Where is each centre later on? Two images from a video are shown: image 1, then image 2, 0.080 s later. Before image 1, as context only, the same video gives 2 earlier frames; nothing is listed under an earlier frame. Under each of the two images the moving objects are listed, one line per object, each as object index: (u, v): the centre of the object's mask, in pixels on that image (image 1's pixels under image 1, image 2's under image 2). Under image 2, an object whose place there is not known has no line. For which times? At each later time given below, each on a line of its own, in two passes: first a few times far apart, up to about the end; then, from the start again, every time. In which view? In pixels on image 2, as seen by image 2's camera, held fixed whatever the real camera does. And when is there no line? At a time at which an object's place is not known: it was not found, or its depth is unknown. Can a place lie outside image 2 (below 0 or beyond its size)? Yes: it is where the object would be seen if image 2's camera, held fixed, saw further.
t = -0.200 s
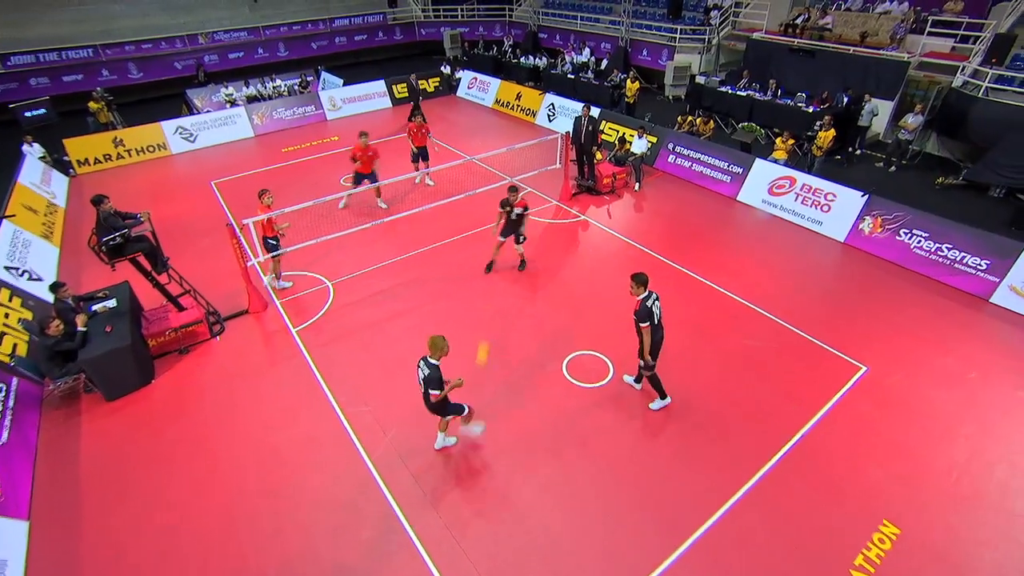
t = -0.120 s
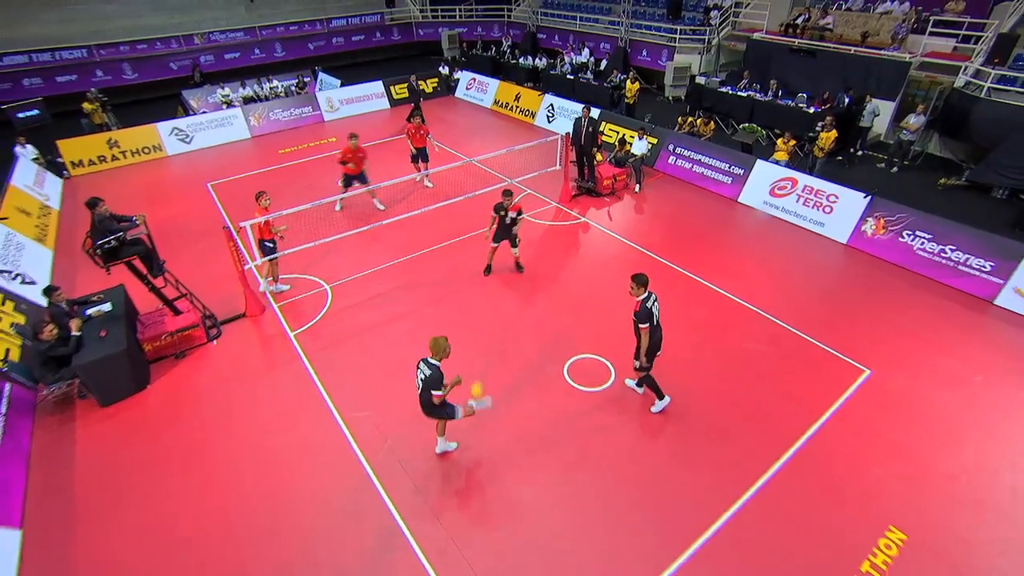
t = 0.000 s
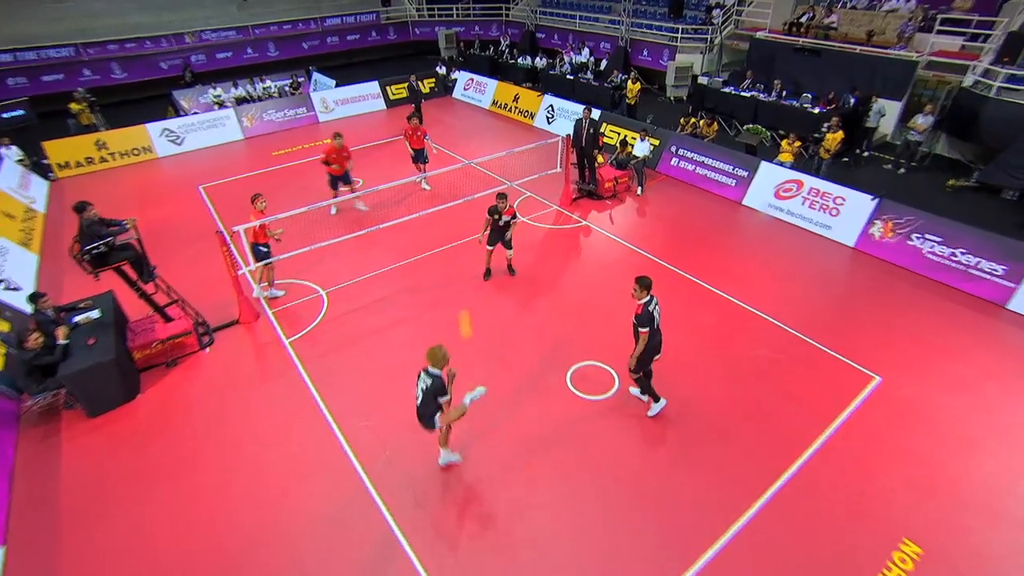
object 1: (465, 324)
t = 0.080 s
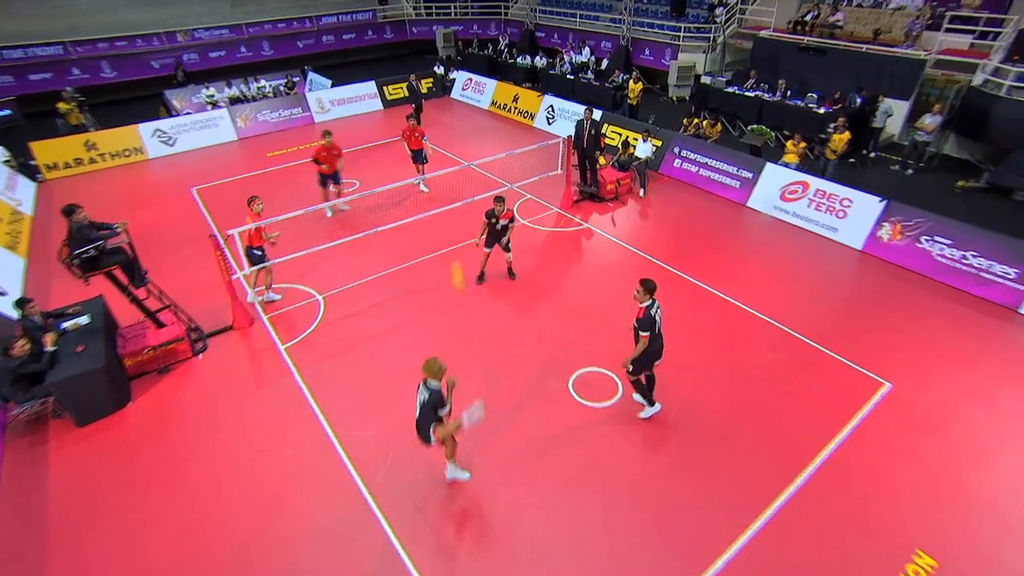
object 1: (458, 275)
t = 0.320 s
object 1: (440, 134)
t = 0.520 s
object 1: (428, 54)
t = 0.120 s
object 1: (455, 249)
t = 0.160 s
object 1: (452, 225)
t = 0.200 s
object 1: (448, 199)
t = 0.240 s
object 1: (445, 177)
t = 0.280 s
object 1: (443, 155)
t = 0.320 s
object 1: (440, 134)
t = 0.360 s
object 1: (437, 114)
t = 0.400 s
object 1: (434, 96)
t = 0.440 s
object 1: (433, 82)
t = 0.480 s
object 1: (431, 66)
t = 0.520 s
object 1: (428, 54)
